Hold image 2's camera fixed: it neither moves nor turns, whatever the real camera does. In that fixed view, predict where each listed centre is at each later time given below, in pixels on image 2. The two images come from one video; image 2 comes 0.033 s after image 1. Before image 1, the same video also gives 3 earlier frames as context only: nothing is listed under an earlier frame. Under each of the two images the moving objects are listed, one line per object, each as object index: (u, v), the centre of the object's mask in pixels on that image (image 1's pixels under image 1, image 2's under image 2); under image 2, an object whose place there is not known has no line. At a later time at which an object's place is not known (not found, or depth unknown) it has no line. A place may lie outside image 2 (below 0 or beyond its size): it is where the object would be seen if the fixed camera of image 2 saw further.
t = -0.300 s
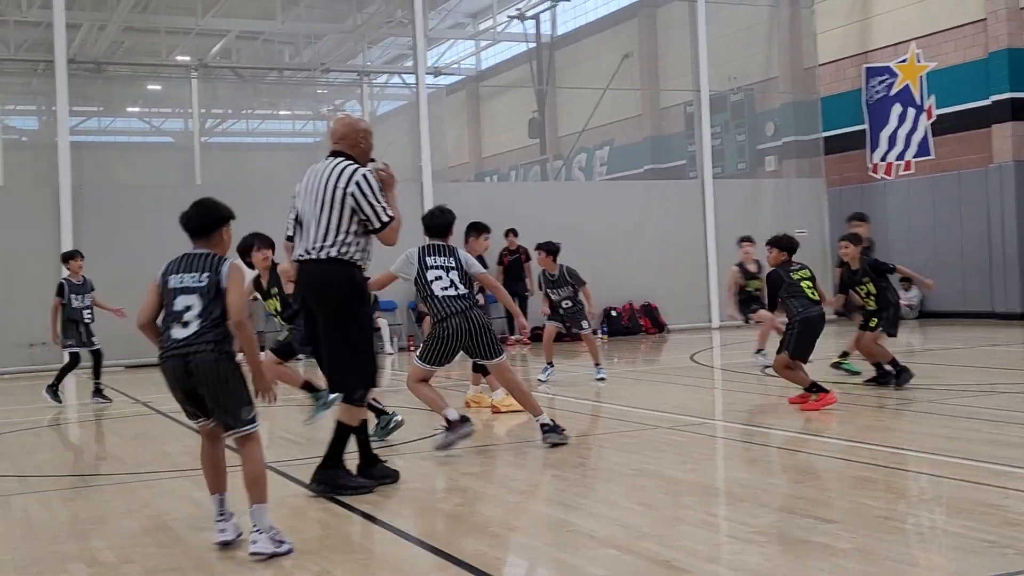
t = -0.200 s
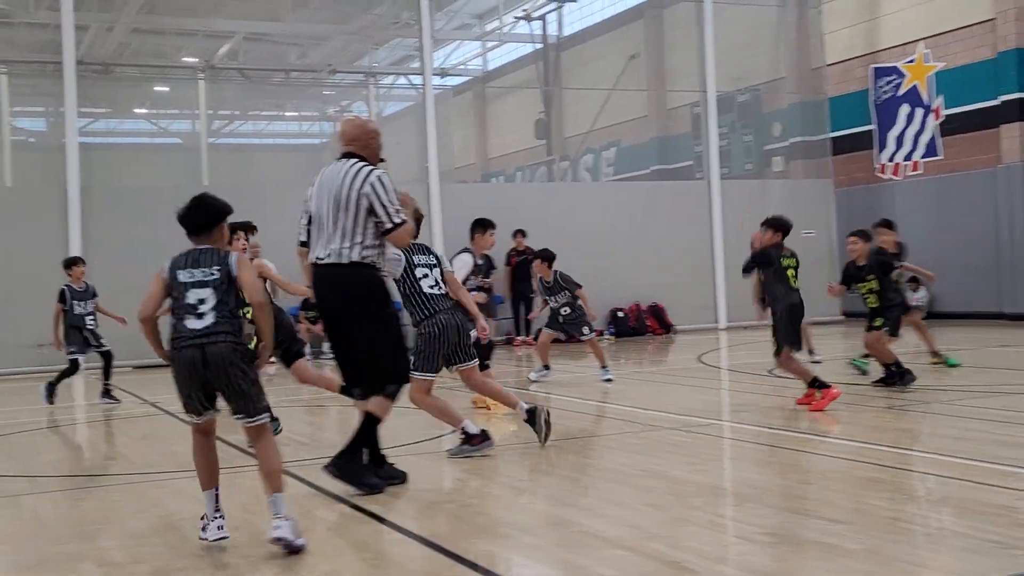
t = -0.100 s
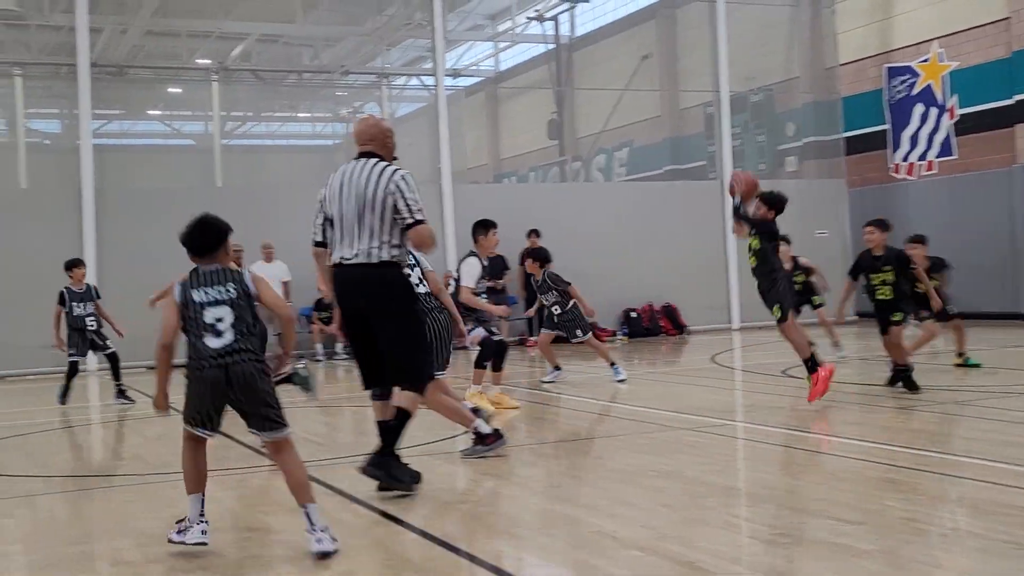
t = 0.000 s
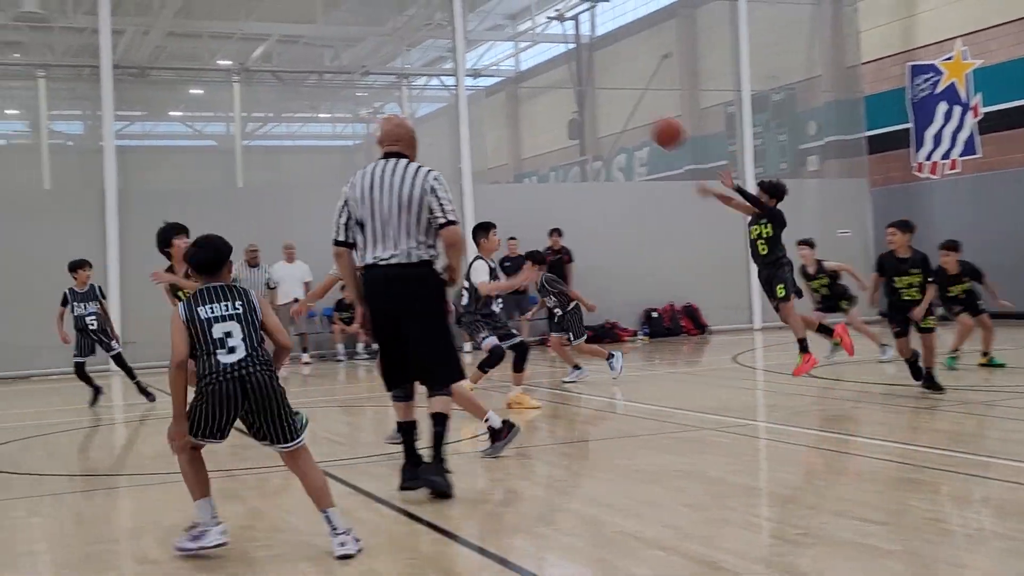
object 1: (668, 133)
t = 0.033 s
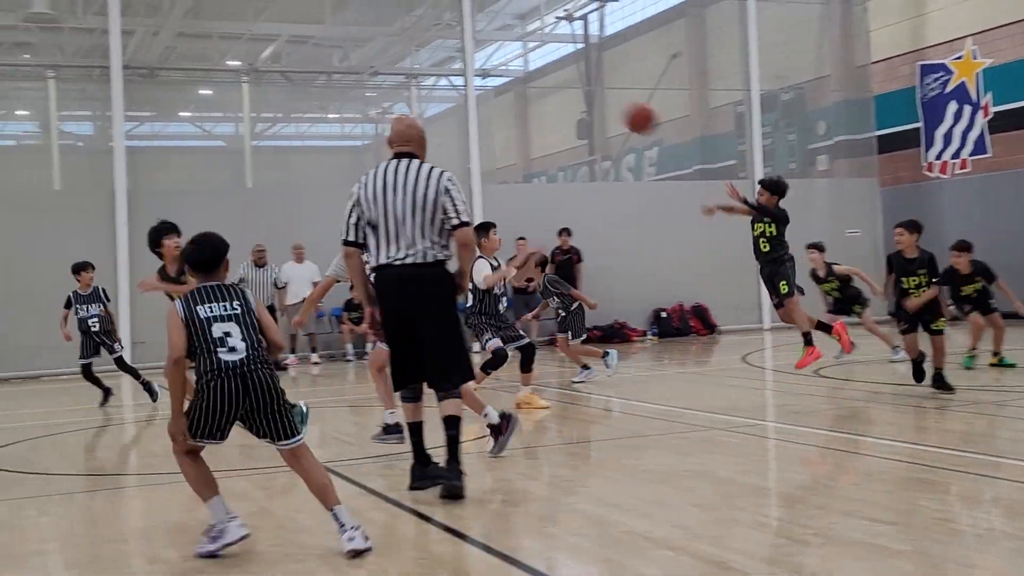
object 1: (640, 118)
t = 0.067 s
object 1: (599, 103)
